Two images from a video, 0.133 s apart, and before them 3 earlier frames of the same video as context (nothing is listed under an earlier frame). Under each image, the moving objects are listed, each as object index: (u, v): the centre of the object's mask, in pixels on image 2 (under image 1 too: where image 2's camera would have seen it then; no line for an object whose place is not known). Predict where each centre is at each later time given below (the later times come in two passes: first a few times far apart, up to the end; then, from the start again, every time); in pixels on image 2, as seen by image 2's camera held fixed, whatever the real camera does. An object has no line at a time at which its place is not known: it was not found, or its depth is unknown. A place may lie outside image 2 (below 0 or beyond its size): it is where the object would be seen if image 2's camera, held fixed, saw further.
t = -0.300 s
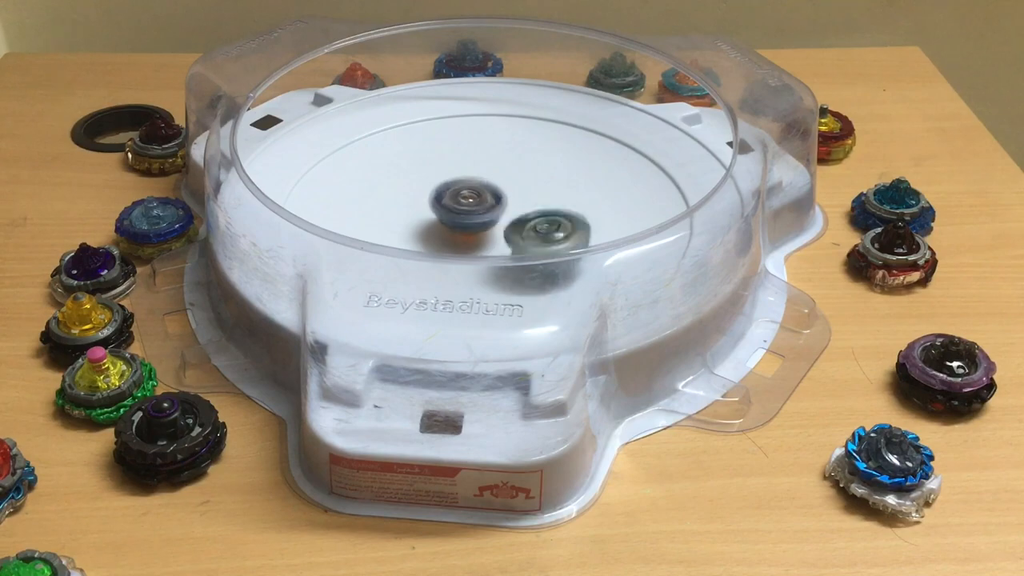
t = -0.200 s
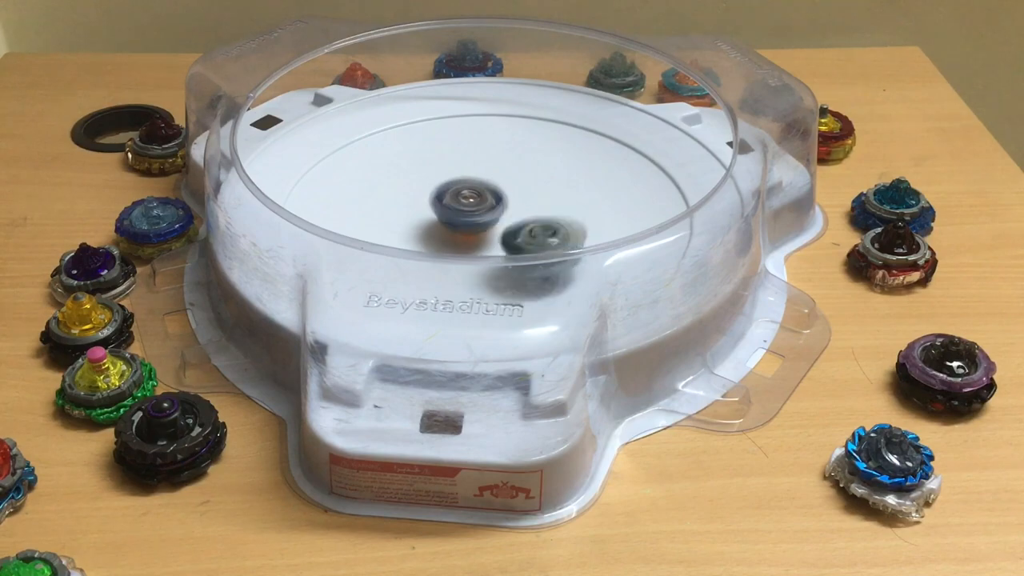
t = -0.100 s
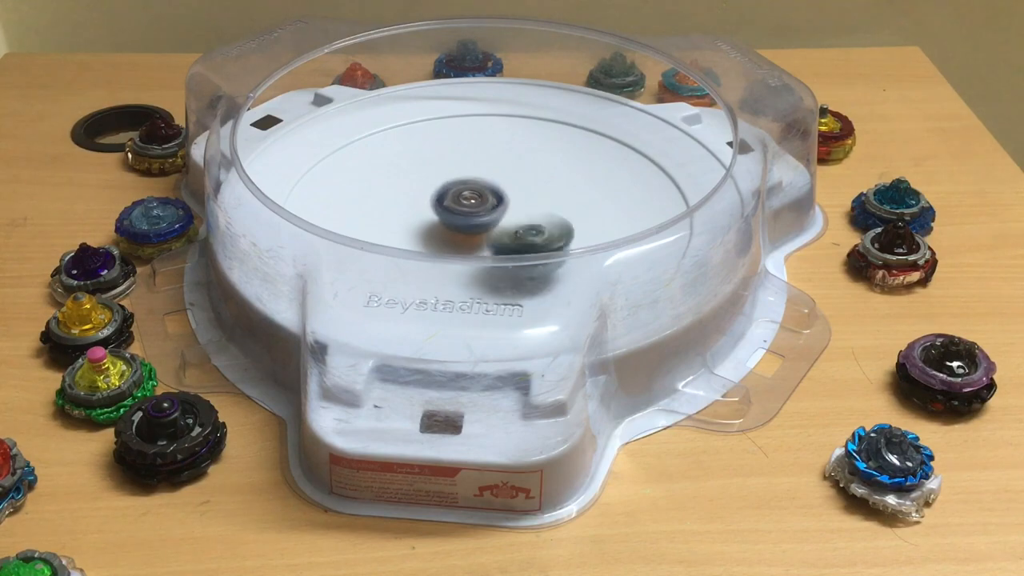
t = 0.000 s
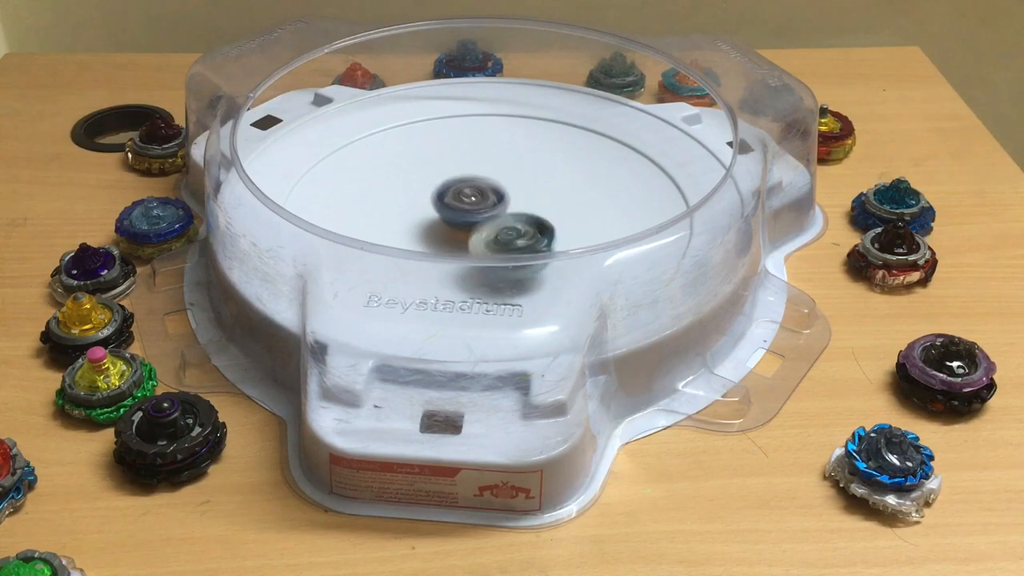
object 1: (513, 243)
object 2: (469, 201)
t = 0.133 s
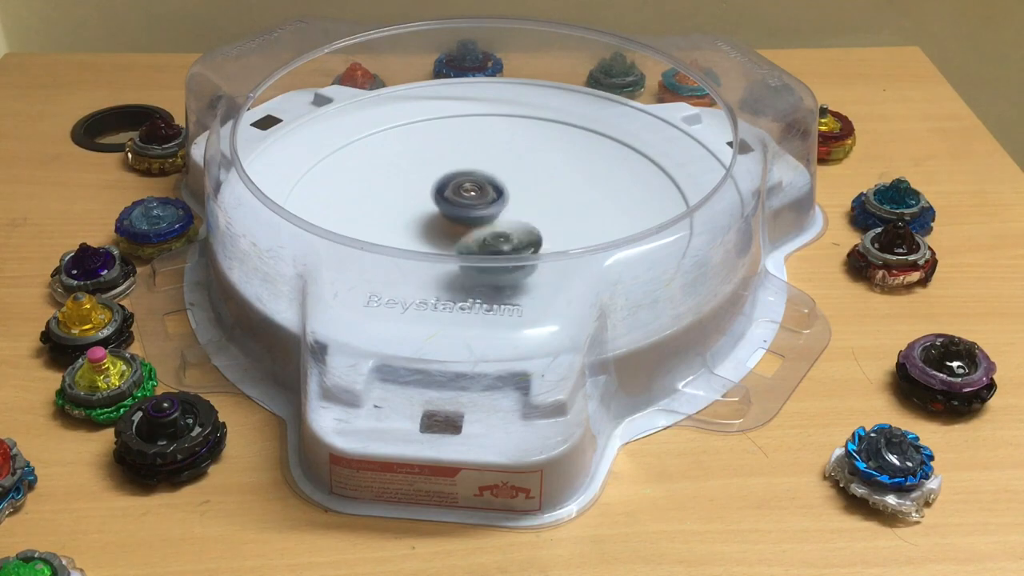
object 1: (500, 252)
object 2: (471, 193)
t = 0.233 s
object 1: (486, 239)
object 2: (471, 195)
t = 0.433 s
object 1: (464, 234)
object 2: (481, 189)
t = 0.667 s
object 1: (455, 228)
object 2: (494, 180)
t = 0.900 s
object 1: (455, 223)
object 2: (514, 177)
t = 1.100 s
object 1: (454, 222)
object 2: (535, 179)
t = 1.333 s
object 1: (457, 218)
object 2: (535, 188)
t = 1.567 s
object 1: (450, 213)
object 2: (555, 196)
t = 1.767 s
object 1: (452, 211)
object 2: (549, 204)
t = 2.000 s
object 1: (448, 211)
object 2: (528, 207)
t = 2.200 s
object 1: (417, 207)
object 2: (518, 211)
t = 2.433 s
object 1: (420, 206)
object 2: (507, 206)
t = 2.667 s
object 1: (428, 206)
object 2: (512, 204)
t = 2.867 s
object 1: (434, 208)
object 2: (517, 204)
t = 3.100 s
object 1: (445, 217)
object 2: (527, 206)
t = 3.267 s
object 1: (442, 219)
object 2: (521, 207)
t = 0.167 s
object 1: (495, 241)
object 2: (470, 189)
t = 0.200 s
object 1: (492, 251)
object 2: (471, 196)
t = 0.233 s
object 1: (486, 239)
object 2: (471, 195)
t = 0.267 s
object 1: (484, 240)
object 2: (471, 196)
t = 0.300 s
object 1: (479, 237)
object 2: (473, 194)
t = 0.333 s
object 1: (476, 238)
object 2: (474, 194)
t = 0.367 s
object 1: (472, 235)
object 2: (476, 192)
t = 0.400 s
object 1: (468, 236)
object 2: (478, 191)
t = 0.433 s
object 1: (464, 234)
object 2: (481, 189)
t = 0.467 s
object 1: (461, 234)
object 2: (482, 190)
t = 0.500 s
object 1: (460, 231)
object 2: (482, 185)
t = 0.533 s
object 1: (458, 232)
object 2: (484, 184)
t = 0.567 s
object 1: (456, 229)
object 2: (490, 181)
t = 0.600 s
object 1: (454, 231)
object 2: (492, 181)
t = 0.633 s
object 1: (454, 228)
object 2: (494, 179)
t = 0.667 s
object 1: (455, 228)
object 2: (494, 180)
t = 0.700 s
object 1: (454, 225)
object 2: (497, 178)
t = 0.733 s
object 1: (453, 225)
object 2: (500, 178)
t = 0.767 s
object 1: (454, 224)
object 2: (503, 178)
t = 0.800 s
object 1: (453, 224)
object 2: (507, 177)
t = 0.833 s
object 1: (453, 224)
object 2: (510, 176)
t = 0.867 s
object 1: (454, 221)
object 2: (512, 177)
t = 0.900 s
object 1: (455, 223)
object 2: (514, 177)
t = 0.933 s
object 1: (456, 220)
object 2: (516, 178)
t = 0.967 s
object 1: (459, 221)
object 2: (518, 179)
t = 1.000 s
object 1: (456, 220)
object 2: (526, 178)
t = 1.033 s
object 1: (454, 224)
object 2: (532, 177)
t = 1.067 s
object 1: (454, 223)
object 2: (534, 178)
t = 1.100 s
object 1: (454, 222)
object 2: (535, 179)
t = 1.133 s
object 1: (451, 225)
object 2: (537, 180)
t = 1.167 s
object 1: (453, 222)
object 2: (538, 181)
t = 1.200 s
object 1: (450, 225)
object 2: (539, 182)
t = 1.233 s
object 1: (453, 221)
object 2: (538, 184)
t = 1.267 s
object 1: (454, 222)
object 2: (538, 185)
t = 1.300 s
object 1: (455, 221)
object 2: (537, 186)
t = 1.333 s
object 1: (457, 218)
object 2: (535, 188)
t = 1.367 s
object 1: (457, 220)
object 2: (533, 190)
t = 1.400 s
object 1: (457, 218)
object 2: (539, 192)
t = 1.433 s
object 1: (456, 219)
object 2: (542, 192)
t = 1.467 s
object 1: (459, 219)
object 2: (541, 193)
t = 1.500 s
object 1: (461, 217)
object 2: (541, 194)
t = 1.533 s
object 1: (453, 217)
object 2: (550, 195)
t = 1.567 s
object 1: (450, 213)
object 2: (555, 196)
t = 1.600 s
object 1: (450, 211)
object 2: (557, 198)
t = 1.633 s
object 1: (450, 212)
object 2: (557, 198)
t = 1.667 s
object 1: (452, 211)
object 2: (556, 200)
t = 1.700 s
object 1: (454, 208)
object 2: (554, 201)
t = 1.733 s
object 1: (453, 210)
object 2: (552, 203)
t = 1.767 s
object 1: (452, 211)
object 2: (549, 204)
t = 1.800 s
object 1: (451, 209)
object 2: (546, 205)
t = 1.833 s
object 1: (449, 213)
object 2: (543, 206)
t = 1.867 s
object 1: (450, 212)
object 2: (539, 207)
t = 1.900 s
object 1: (454, 211)
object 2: (534, 207)
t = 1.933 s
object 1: (453, 213)
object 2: (533, 209)
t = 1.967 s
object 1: (450, 214)
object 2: (529, 207)
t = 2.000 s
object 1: (448, 211)
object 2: (528, 207)
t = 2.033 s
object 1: (441, 206)
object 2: (530, 209)
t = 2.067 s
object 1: (433, 205)
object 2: (529, 210)
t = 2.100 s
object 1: (426, 206)
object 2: (526, 211)
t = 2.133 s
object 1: (421, 207)
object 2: (524, 211)
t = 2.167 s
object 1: (418, 207)
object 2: (521, 211)
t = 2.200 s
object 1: (417, 207)
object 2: (518, 211)
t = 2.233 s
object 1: (414, 208)
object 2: (515, 210)
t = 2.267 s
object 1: (414, 207)
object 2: (513, 209)
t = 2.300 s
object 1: (414, 207)
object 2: (509, 209)
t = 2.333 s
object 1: (415, 208)
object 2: (507, 208)
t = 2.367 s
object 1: (417, 207)
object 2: (505, 207)
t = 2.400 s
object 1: (422, 207)
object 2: (503, 206)
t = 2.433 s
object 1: (420, 206)
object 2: (507, 206)
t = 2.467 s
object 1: (418, 206)
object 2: (509, 207)
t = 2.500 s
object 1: (418, 206)
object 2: (509, 206)
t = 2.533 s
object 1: (420, 206)
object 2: (509, 205)
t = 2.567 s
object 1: (421, 206)
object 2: (510, 205)
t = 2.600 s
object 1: (423, 206)
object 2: (510, 205)
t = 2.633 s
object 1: (425, 206)
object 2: (511, 204)
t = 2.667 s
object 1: (428, 206)
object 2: (512, 204)
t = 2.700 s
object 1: (429, 207)
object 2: (514, 204)
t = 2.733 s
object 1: (430, 207)
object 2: (515, 204)
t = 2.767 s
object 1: (430, 207)
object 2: (515, 203)
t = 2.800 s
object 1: (431, 207)
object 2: (515, 203)
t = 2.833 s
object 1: (433, 208)
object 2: (516, 203)
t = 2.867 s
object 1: (434, 208)
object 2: (517, 204)
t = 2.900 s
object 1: (432, 207)
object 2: (522, 205)
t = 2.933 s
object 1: (432, 207)
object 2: (523, 205)
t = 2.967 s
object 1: (433, 208)
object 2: (525, 204)
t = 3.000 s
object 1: (435, 209)
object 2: (526, 205)
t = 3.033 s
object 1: (438, 210)
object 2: (526, 205)
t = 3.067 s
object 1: (441, 213)
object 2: (527, 205)
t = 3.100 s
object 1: (445, 217)
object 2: (527, 206)
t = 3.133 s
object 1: (444, 218)
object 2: (527, 206)
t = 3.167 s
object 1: (443, 218)
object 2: (526, 206)
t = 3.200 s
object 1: (442, 218)
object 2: (524, 207)
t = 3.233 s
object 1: (441, 219)
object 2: (523, 207)
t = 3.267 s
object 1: (442, 219)
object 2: (521, 207)
